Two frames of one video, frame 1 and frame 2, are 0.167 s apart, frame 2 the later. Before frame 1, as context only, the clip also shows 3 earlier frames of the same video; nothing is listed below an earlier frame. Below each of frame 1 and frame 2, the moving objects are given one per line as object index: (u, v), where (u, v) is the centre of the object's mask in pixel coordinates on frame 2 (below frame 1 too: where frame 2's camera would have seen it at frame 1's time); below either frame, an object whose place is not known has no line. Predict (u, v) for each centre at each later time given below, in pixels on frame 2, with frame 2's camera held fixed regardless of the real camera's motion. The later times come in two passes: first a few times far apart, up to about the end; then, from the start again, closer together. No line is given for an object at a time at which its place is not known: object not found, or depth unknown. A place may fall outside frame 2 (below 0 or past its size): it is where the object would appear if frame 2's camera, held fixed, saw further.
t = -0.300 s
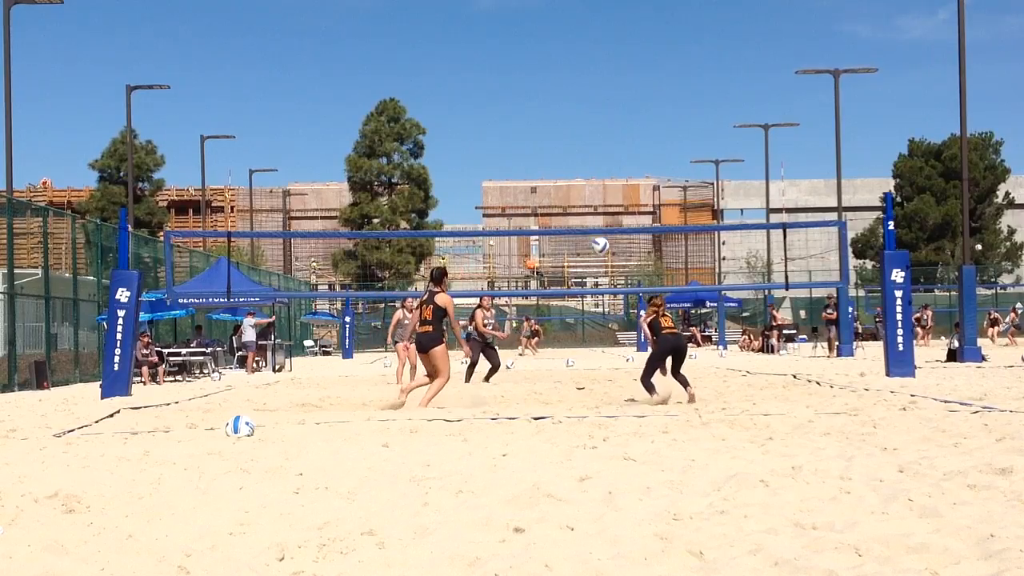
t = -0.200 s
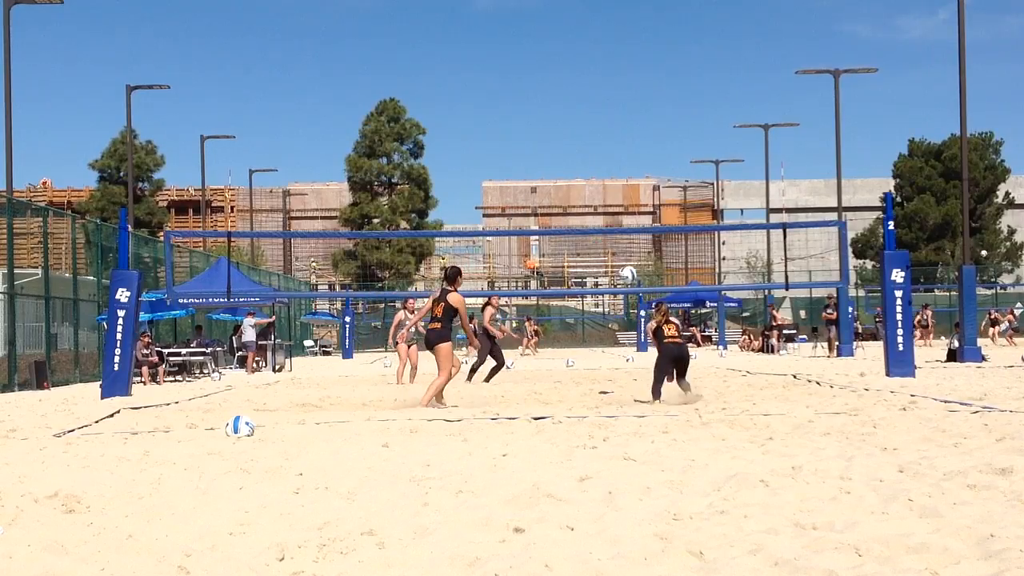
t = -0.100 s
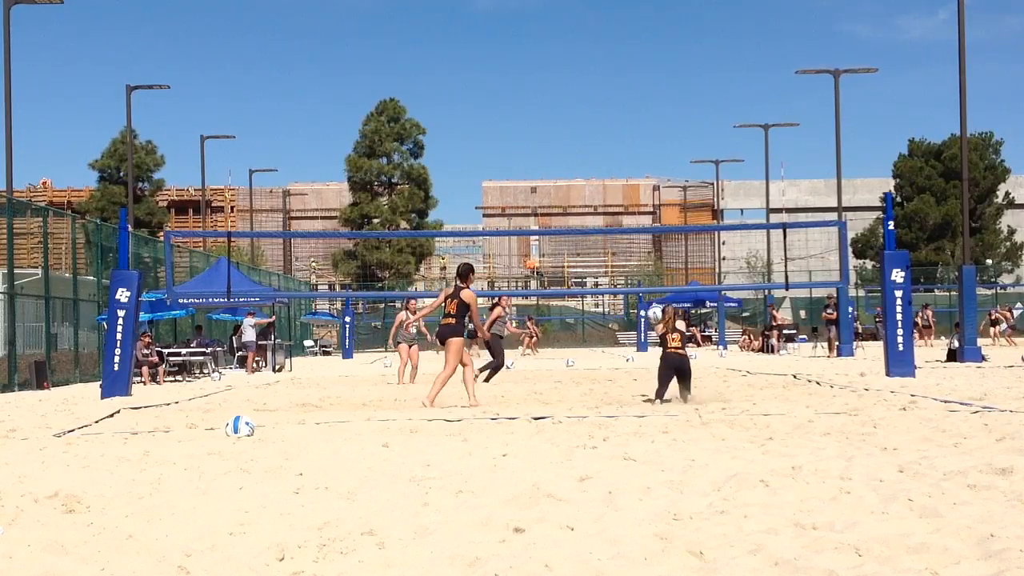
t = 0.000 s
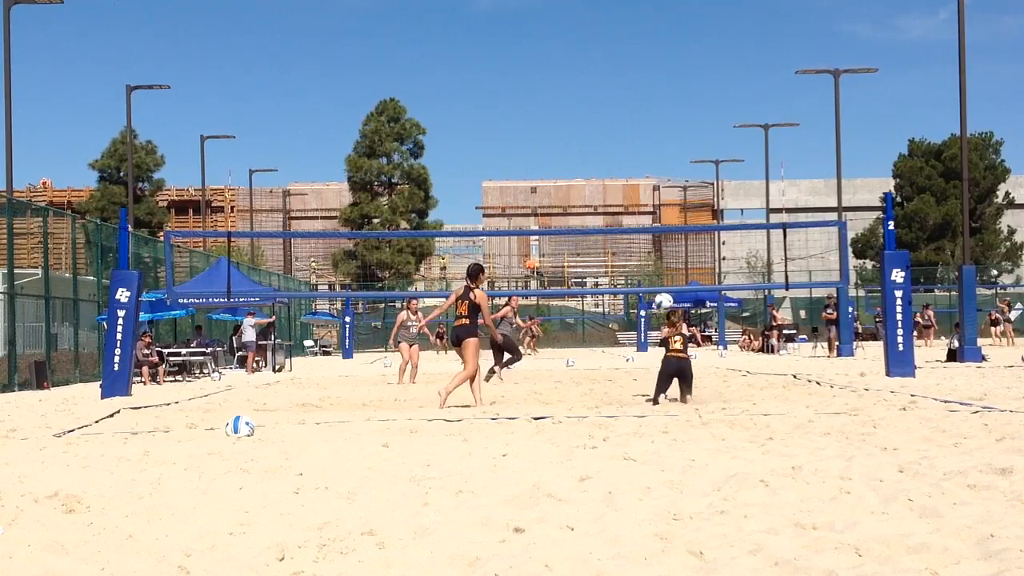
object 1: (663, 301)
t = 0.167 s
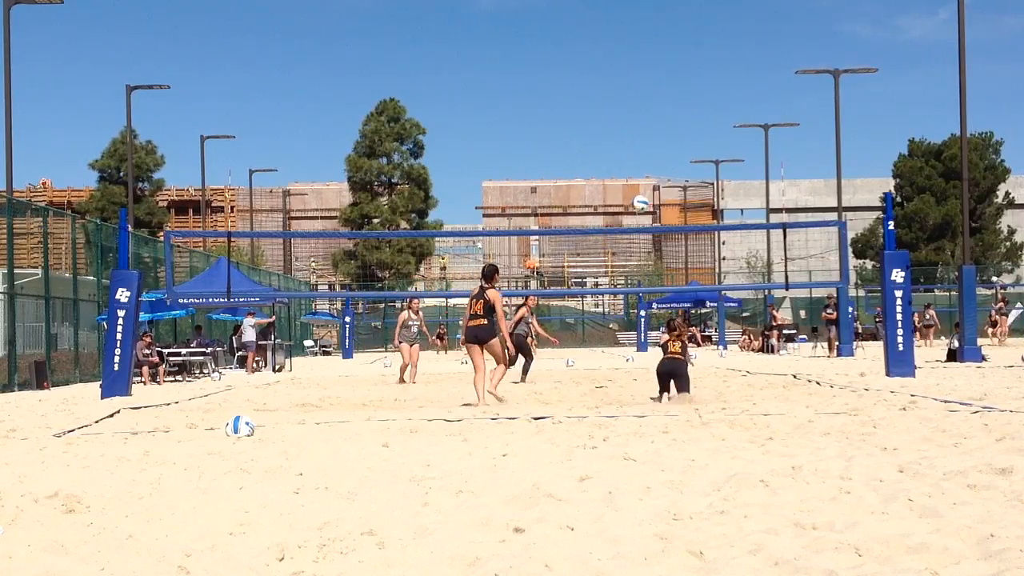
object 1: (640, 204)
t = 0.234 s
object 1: (631, 172)
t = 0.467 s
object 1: (602, 95)
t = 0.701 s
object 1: (577, 62)
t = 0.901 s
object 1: (557, 65)
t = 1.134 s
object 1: (536, 98)
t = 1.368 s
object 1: (517, 162)
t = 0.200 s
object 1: (635, 187)
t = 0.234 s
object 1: (631, 172)
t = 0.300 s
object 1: (622, 145)
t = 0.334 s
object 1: (618, 134)
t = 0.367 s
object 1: (614, 122)
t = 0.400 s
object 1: (610, 113)
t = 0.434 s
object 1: (606, 104)
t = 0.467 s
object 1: (602, 95)
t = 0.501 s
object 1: (599, 88)
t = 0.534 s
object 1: (595, 82)
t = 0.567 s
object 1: (591, 76)
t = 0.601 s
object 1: (587, 72)
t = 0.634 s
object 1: (584, 68)
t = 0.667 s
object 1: (581, 65)
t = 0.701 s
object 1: (577, 62)
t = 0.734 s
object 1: (574, 61)
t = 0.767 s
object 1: (570, 60)
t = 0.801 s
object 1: (567, 61)
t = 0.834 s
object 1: (564, 61)
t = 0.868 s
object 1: (560, 62)
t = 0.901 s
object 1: (557, 65)
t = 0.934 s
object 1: (554, 67)
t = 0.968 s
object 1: (551, 71)
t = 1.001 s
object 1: (548, 75)
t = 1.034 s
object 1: (545, 80)
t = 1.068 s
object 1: (542, 85)
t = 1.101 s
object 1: (539, 92)
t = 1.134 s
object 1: (536, 98)
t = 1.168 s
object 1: (533, 106)
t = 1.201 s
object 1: (530, 114)
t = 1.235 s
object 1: (527, 122)
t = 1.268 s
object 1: (525, 132)
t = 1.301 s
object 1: (522, 141)
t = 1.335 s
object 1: (520, 151)
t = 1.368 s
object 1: (517, 162)
